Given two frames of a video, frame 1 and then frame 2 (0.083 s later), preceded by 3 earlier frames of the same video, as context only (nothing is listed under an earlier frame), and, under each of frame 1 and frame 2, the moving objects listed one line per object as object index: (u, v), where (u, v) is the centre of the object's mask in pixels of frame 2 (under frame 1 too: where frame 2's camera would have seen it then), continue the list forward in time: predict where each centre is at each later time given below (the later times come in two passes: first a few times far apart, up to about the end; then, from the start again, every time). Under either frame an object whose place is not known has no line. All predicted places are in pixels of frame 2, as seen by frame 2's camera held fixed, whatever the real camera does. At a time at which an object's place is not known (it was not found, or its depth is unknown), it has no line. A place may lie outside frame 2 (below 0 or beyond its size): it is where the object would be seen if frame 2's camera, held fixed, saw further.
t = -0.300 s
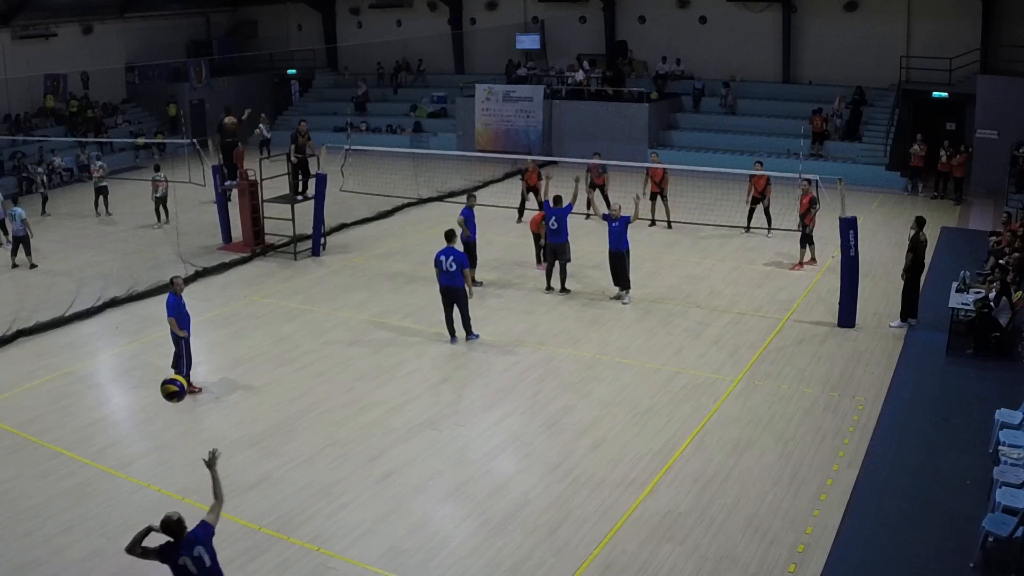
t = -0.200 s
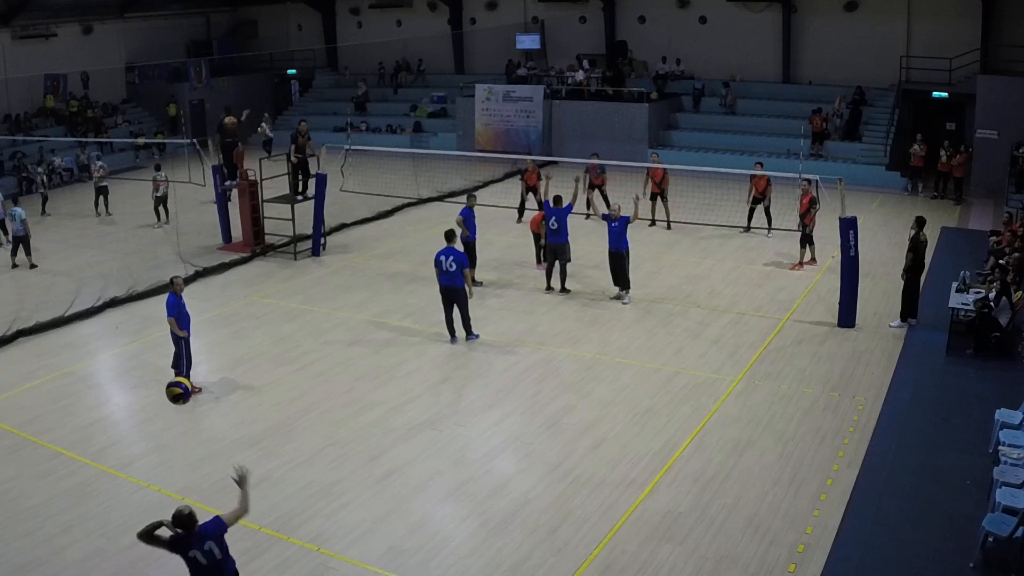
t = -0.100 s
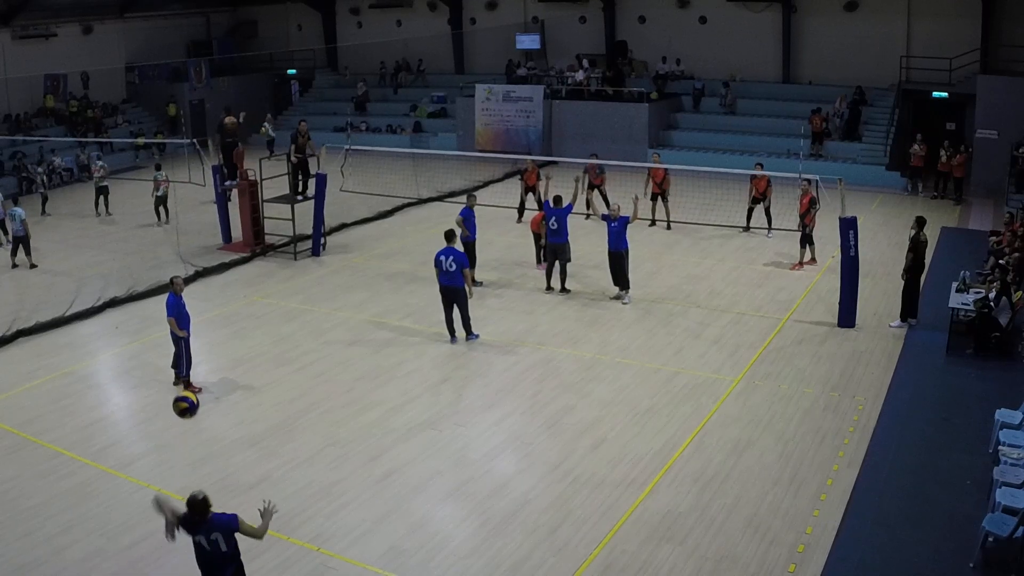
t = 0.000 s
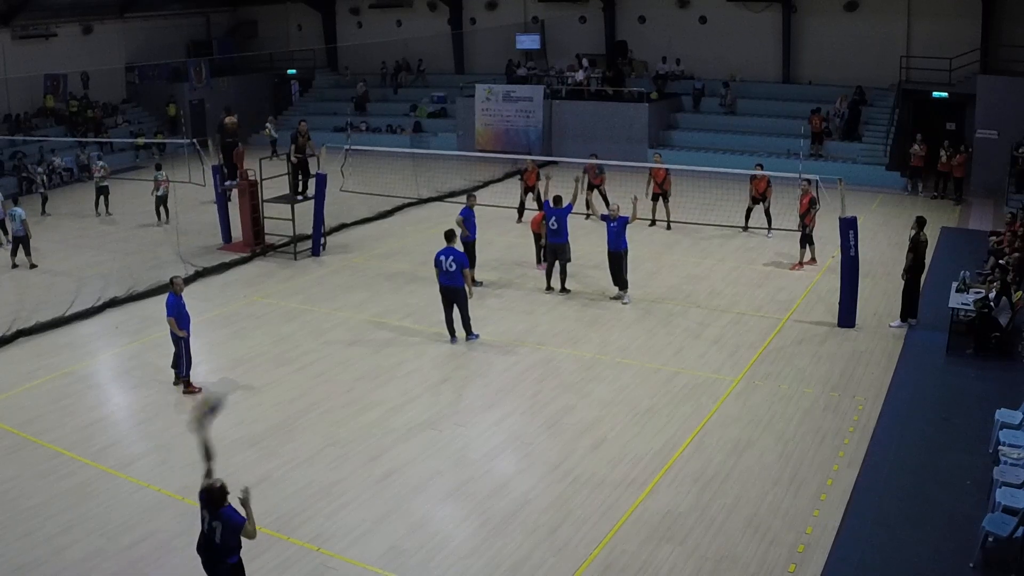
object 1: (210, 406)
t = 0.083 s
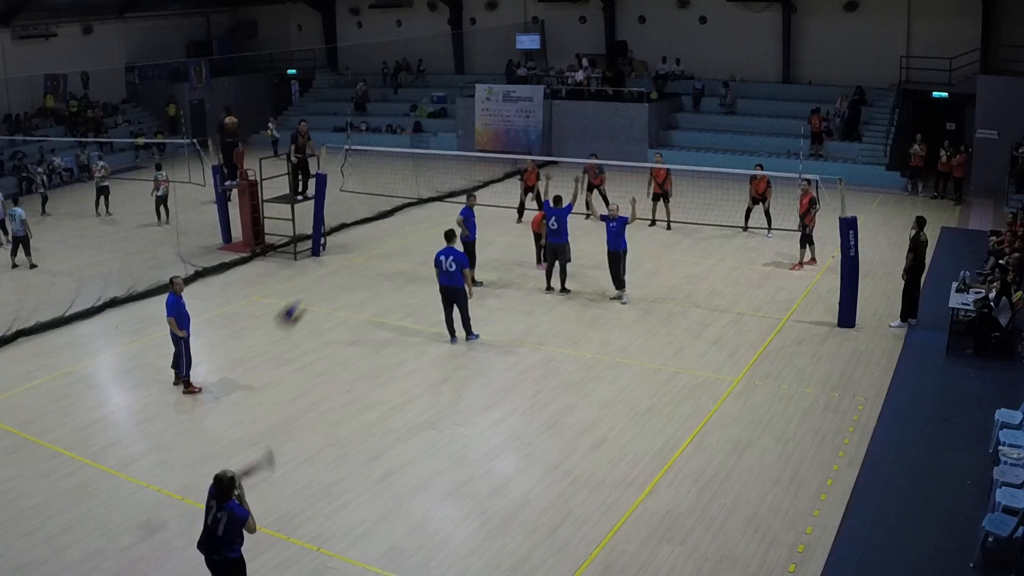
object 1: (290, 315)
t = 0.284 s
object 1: (429, 183)
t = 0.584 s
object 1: (545, 137)
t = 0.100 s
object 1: (306, 299)
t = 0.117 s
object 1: (319, 284)
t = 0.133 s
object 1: (333, 270)
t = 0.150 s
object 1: (346, 258)
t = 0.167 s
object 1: (357, 246)
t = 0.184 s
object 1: (369, 234)
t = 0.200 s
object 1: (380, 224)
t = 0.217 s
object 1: (391, 213)
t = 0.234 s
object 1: (400, 205)
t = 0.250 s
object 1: (410, 197)
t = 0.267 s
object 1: (420, 190)
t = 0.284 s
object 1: (429, 183)
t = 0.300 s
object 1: (437, 177)
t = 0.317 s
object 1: (446, 171)
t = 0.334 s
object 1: (453, 166)
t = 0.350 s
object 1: (461, 162)
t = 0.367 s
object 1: (467, 158)
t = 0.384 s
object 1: (475, 154)
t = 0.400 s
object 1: (482, 151)
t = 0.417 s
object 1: (488, 149)
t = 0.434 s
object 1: (494, 146)
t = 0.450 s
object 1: (501, 145)
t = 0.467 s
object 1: (509, 141)
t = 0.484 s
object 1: (514, 141)
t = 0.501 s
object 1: (519, 140)
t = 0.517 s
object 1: (524, 139)
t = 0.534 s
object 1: (530, 138)
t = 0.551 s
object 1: (535, 137)
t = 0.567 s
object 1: (540, 137)
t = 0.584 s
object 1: (545, 137)
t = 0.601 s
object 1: (550, 137)
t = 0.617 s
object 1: (555, 137)
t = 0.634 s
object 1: (560, 137)
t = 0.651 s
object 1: (564, 137)
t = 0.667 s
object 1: (569, 138)
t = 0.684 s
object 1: (573, 138)
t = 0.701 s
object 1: (578, 139)
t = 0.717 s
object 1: (582, 140)
